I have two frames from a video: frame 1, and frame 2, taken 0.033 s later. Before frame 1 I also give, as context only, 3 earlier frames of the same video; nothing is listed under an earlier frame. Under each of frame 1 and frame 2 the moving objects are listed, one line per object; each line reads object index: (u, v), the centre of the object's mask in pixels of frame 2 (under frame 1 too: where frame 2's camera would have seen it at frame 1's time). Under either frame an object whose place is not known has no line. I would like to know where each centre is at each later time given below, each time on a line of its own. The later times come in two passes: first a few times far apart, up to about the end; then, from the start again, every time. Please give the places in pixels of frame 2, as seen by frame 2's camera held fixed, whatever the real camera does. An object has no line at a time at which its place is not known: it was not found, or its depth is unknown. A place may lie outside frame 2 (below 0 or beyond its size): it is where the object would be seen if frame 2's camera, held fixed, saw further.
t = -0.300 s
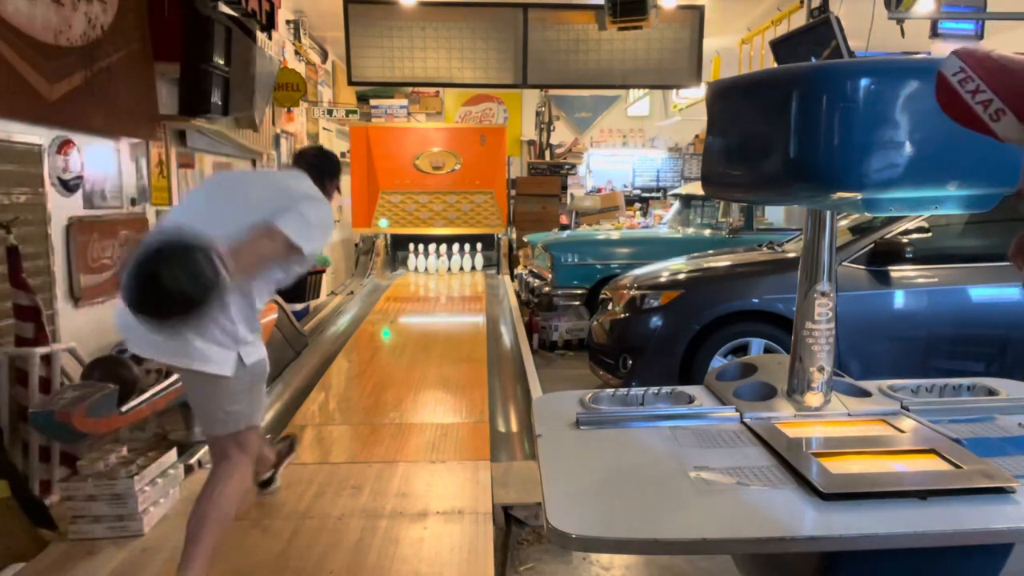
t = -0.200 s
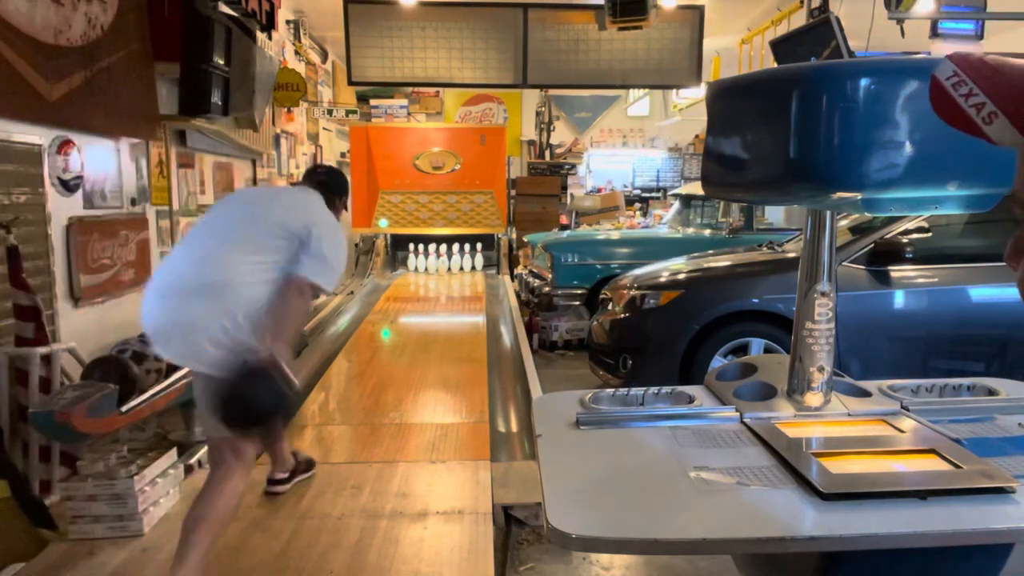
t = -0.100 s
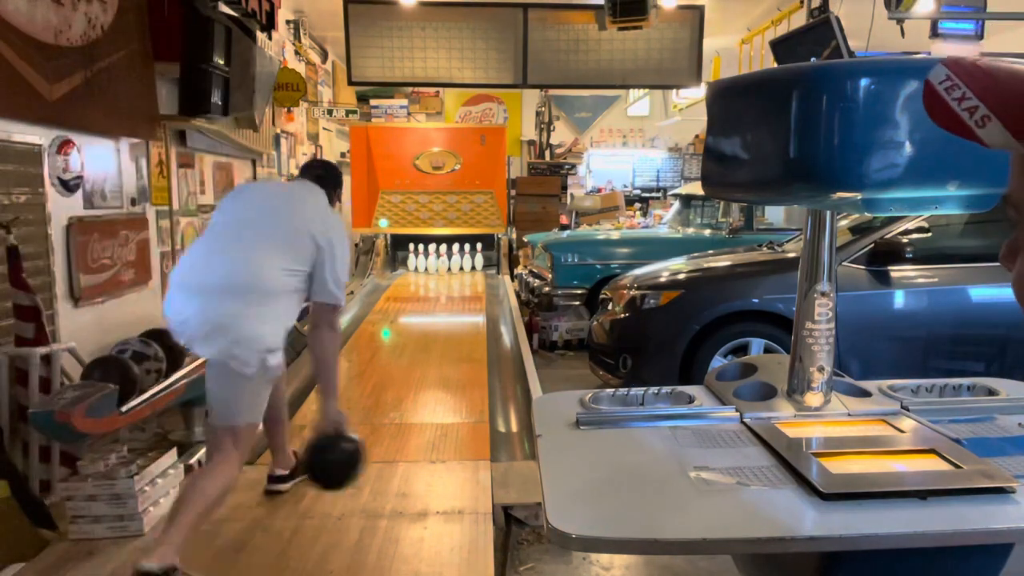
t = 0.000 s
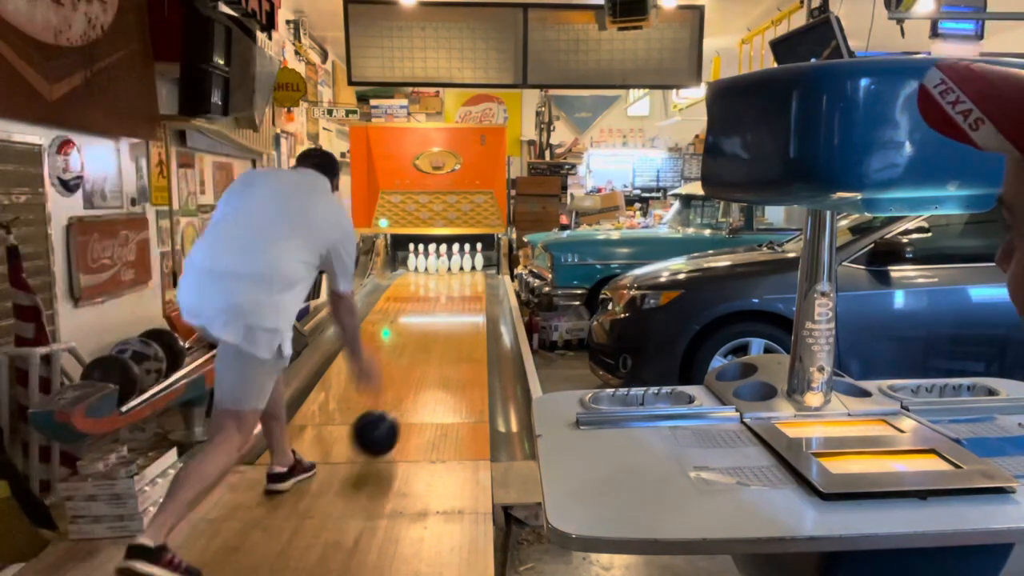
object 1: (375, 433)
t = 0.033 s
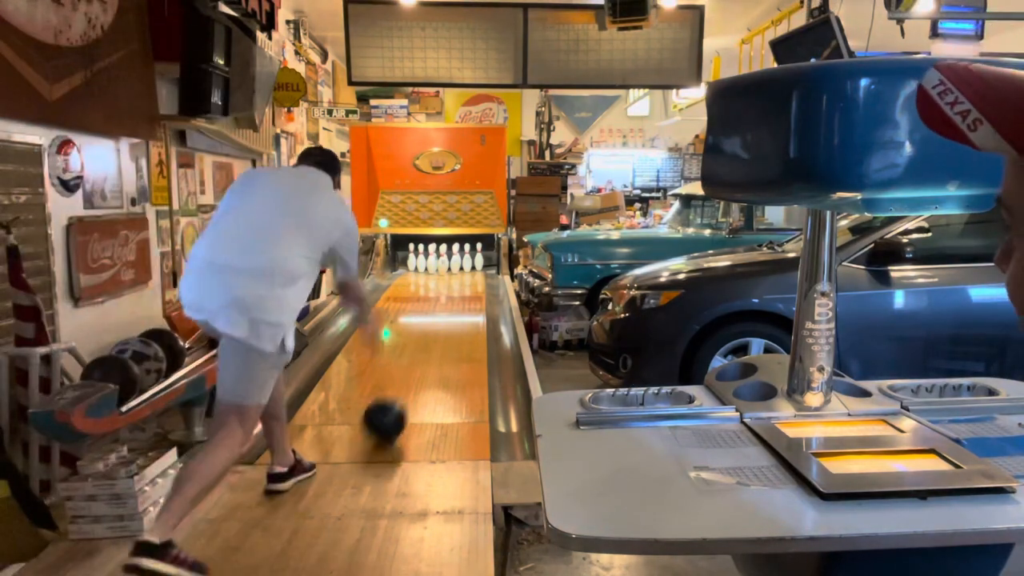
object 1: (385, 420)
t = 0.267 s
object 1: (423, 334)
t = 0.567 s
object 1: (445, 284)
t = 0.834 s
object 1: (457, 266)
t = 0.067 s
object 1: (392, 405)
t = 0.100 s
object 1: (399, 389)
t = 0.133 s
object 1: (405, 375)
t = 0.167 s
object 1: (410, 363)
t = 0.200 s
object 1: (415, 352)
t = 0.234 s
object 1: (419, 343)
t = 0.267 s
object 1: (423, 334)
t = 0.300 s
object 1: (426, 326)
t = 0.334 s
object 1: (429, 318)
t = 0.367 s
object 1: (432, 312)
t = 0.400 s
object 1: (434, 306)
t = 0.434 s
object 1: (437, 301)
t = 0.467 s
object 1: (439, 296)
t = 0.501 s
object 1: (441, 292)
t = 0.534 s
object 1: (443, 288)
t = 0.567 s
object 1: (445, 284)
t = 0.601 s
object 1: (446, 281)
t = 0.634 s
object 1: (448, 278)
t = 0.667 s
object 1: (450, 276)
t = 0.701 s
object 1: (451, 273)
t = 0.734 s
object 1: (452, 271)
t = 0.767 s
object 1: (453, 269)
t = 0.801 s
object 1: (456, 267)
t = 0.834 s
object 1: (457, 266)
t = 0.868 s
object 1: (460, 265)
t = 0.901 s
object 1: (463, 263)
